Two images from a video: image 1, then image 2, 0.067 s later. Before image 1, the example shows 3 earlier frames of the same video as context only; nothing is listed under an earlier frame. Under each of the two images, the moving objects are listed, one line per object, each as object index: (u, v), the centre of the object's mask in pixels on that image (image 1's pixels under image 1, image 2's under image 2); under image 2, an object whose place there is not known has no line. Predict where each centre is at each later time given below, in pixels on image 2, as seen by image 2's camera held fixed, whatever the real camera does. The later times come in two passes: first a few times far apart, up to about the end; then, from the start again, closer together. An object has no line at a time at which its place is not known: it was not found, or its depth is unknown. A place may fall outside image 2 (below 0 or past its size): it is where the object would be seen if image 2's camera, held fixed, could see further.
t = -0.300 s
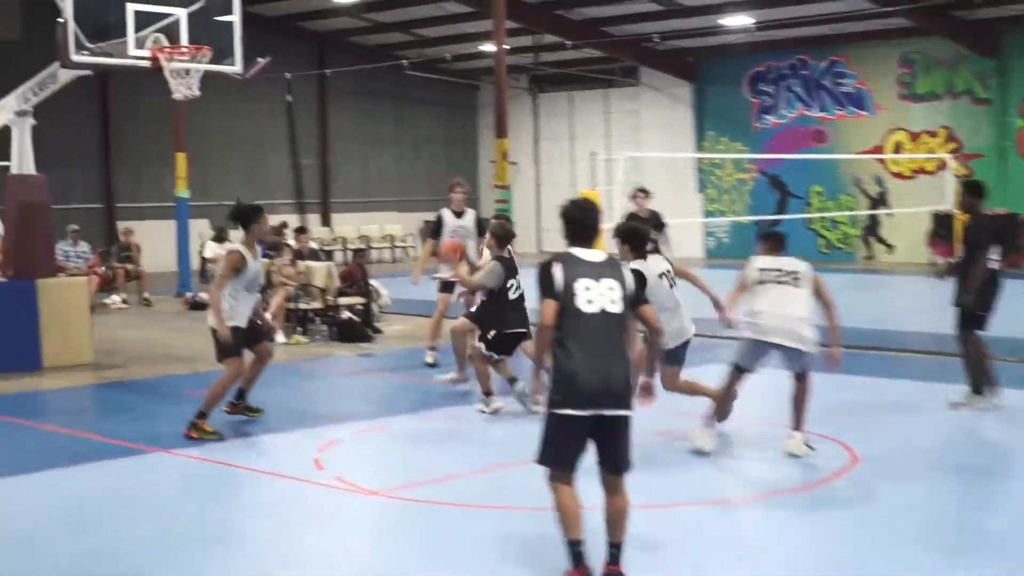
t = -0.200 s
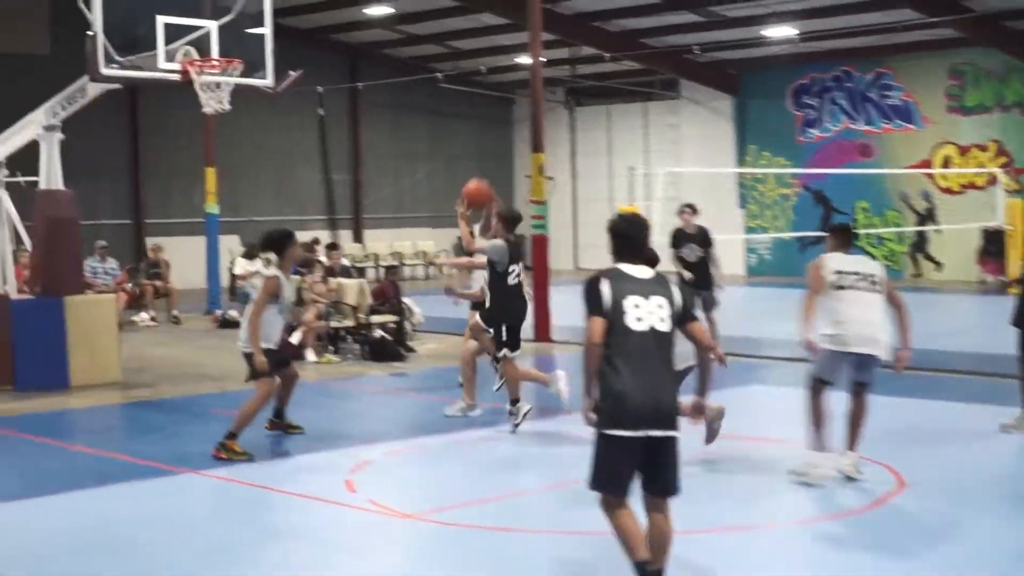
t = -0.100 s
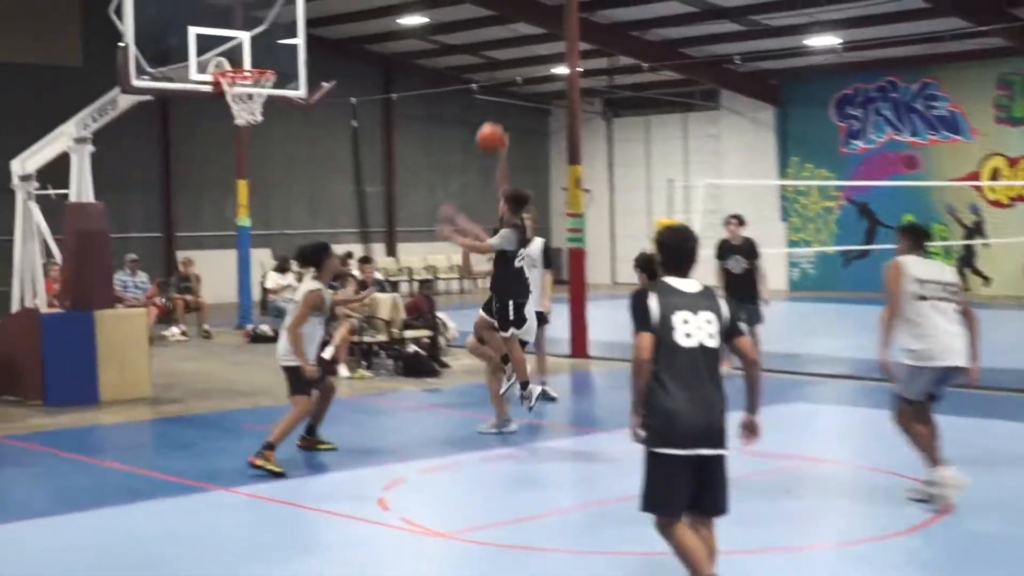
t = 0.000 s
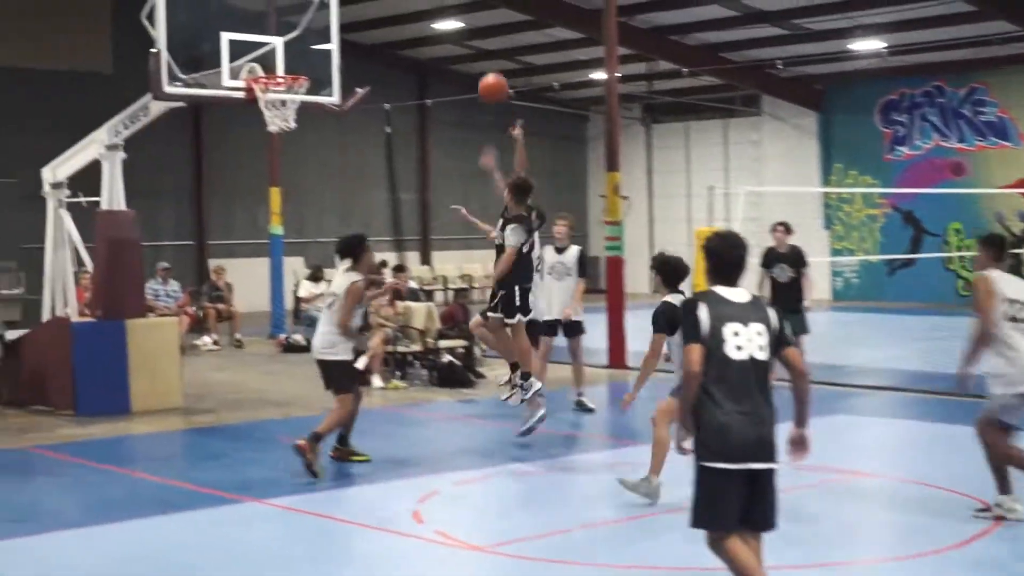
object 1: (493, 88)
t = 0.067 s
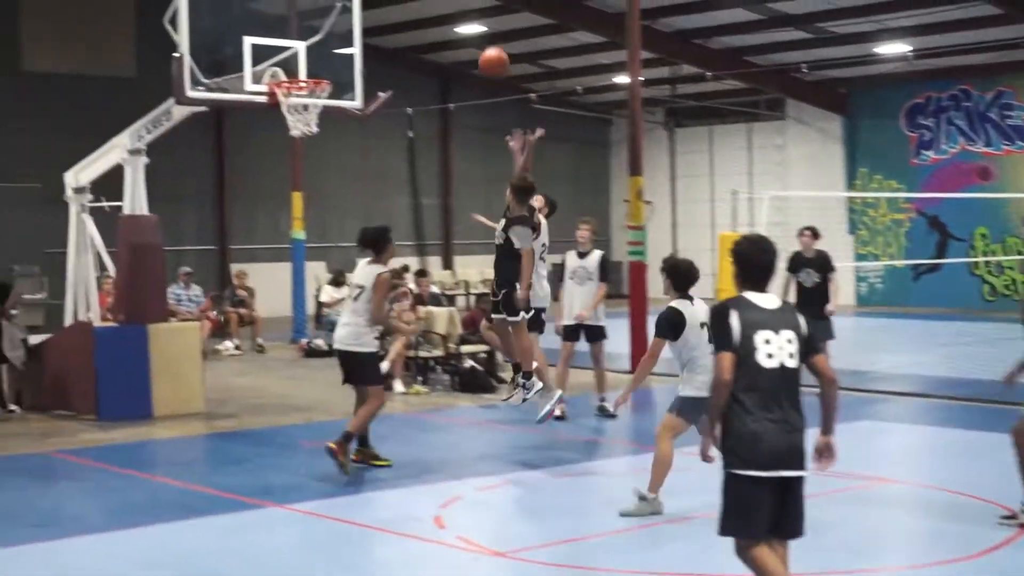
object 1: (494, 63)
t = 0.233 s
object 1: (438, 12)
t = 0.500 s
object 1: (362, 10)
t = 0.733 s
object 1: (304, 69)
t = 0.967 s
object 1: (282, 20)
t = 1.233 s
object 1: (279, 31)
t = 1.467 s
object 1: (283, 50)
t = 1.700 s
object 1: (295, 48)
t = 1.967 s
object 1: (307, 107)
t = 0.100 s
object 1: (483, 50)
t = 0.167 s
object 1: (460, 28)
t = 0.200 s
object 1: (448, 19)
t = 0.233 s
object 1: (438, 12)
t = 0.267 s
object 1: (430, 9)
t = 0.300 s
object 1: (419, 5)
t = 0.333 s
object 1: (410, 5)
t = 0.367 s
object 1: (400, 4)
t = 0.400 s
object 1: (391, 5)
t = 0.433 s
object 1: (381, 6)
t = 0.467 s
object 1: (375, 8)
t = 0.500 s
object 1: (362, 10)
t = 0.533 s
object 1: (355, 16)
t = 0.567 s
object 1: (347, 22)
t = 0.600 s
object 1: (339, 30)
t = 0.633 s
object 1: (330, 37)
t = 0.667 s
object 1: (321, 49)
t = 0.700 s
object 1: (312, 59)
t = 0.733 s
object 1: (304, 69)
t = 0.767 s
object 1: (299, 62)
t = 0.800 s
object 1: (295, 53)
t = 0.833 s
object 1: (290, 43)
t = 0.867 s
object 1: (286, 36)
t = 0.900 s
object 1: (282, 30)
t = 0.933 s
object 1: (282, 25)
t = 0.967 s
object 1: (282, 20)
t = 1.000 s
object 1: (282, 17)
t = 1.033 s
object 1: (281, 16)
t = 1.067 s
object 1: (281, 16)
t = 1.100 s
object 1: (280, 16)
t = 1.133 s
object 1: (280, 17)
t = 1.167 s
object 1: (280, 21)
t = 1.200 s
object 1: (280, 26)
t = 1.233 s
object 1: (279, 31)
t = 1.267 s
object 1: (279, 38)
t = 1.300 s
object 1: (280, 46)
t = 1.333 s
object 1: (278, 57)
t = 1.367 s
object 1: (278, 67)
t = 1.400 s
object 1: (280, 61)
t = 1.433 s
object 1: (282, 54)
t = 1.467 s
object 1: (283, 50)
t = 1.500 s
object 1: (285, 45)
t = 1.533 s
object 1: (286, 43)
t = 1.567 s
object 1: (287, 41)
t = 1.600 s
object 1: (289, 41)
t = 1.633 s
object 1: (291, 42)
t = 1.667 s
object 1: (293, 45)
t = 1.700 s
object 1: (295, 48)
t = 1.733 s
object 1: (296, 53)
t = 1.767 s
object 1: (299, 59)
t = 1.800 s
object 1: (300, 65)
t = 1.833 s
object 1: (302, 71)
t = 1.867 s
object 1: (304, 84)
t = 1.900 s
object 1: (305, 93)
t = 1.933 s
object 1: (305, 98)
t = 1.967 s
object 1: (307, 107)
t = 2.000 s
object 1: (308, 118)
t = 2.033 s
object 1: (308, 133)
